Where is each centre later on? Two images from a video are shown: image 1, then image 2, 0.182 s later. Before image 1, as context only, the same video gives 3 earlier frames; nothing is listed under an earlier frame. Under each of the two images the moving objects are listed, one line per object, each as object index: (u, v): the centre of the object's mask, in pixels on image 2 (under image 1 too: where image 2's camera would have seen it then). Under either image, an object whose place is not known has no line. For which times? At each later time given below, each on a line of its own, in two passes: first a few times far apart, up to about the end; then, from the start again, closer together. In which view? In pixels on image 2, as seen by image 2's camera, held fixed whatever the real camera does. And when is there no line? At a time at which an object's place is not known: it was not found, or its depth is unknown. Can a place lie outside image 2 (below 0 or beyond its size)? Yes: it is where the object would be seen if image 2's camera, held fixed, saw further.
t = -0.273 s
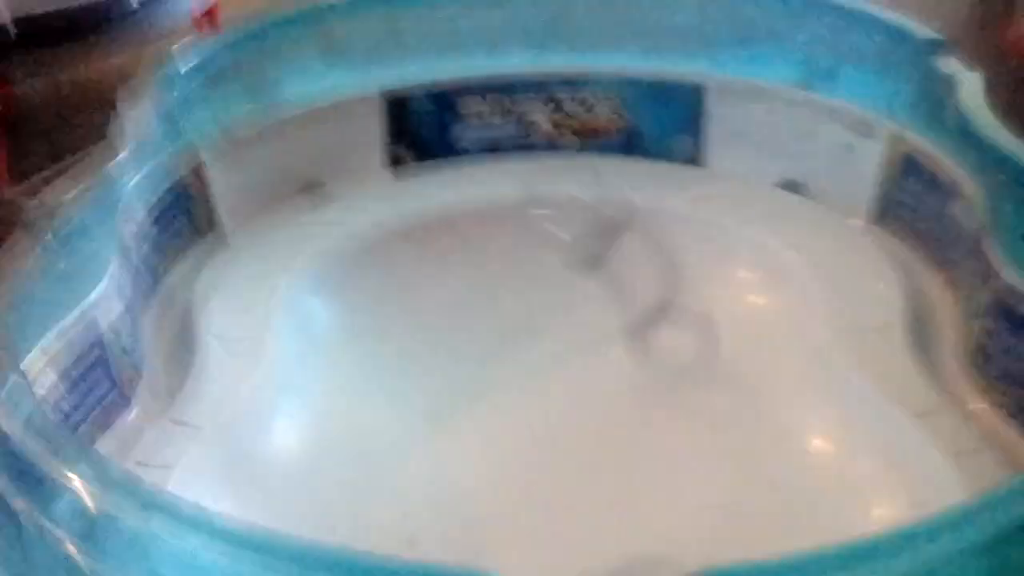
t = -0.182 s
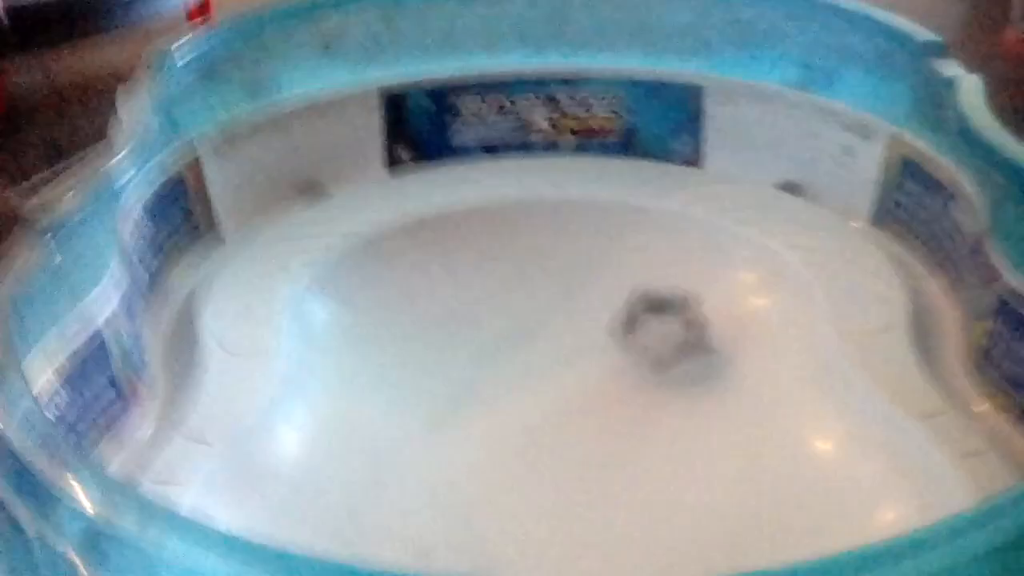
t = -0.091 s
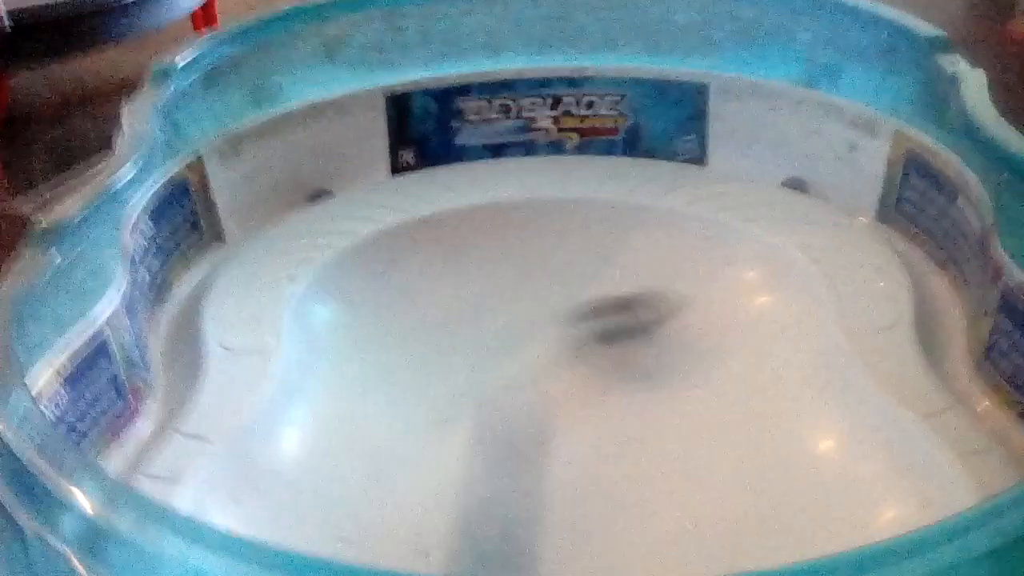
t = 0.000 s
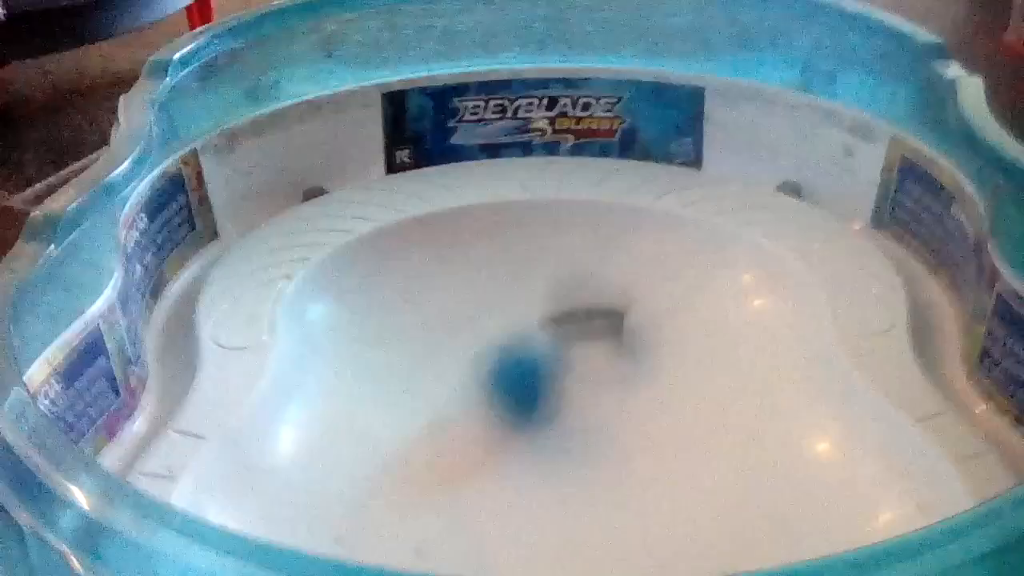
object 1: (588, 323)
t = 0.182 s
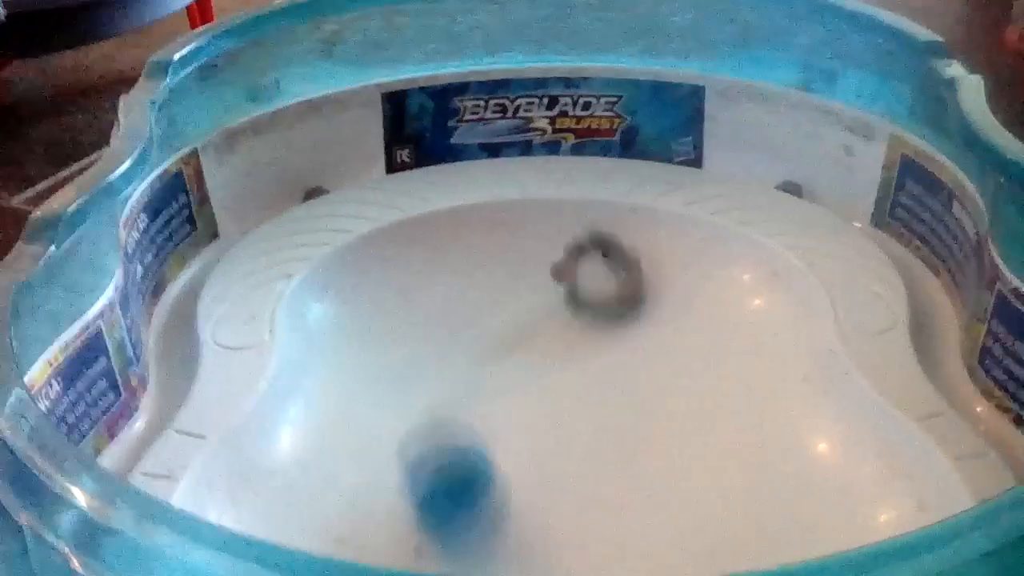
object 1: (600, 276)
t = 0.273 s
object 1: (597, 293)
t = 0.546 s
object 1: (595, 297)
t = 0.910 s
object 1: (595, 297)
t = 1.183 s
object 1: (595, 297)
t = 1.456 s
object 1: (595, 297)
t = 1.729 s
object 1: (595, 297)
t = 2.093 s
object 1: (595, 298)
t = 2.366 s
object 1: (595, 298)
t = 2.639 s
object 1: (594, 297)
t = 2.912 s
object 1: (594, 298)
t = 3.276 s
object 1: (594, 299)
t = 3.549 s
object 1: (594, 299)
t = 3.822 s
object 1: (594, 299)
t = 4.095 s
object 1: (594, 299)
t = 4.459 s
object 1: (594, 299)
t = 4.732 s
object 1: (594, 299)
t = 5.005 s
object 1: (594, 299)
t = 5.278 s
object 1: (594, 299)
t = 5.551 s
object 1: (594, 299)
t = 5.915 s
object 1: (594, 299)
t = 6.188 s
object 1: (594, 299)
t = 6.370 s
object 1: (594, 299)
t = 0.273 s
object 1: (597, 293)
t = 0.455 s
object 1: (595, 297)
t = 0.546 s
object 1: (595, 297)
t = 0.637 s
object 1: (595, 297)
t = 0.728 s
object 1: (595, 297)
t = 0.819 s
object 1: (595, 297)
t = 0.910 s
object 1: (595, 297)
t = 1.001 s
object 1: (595, 297)
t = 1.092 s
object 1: (595, 297)
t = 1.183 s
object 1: (595, 297)
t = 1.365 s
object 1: (595, 297)
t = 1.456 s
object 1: (595, 297)
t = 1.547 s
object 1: (595, 297)
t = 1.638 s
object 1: (595, 297)
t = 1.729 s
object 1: (595, 297)
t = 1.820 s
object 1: (595, 297)
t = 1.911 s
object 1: (595, 298)
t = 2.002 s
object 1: (595, 297)
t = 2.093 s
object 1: (595, 298)
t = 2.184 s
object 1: (595, 298)
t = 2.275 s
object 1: (595, 298)
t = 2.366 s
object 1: (595, 298)
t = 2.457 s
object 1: (594, 297)
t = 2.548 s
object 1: (594, 297)
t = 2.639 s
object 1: (594, 297)
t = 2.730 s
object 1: (594, 298)
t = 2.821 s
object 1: (595, 298)
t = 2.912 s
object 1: (594, 298)
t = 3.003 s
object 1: (594, 298)
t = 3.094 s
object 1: (594, 298)
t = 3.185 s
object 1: (594, 298)
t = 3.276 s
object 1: (594, 299)
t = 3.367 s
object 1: (594, 299)
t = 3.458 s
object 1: (594, 299)
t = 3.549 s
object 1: (594, 299)
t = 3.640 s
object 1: (594, 298)
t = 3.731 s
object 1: (594, 299)
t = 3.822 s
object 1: (594, 299)
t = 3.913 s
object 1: (593, 299)
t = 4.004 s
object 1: (593, 299)
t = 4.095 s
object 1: (594, 299)
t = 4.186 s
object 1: (594, 299)
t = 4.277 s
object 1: (593, 299)
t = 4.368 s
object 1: (594, 299)
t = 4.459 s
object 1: (594, 299)
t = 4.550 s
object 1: (594, 299)
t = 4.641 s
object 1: (594, 299)
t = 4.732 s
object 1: (594, 299)
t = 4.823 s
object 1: (594, 299)
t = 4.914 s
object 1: (594, 299)
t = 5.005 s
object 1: (594, 299)
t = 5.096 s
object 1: (594, 299)
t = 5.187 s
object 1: (594, 299)
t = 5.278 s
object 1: (594, 299)
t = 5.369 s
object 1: (594, 299)
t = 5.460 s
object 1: (594, 299)
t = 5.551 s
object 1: (594, 299)
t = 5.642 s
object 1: (594, 299)
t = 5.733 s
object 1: (594, 299)
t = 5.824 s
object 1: (594, 299)
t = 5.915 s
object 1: (594, 299)
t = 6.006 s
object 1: (594, 299)
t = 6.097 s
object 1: (594, 298)
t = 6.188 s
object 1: (594, 299)
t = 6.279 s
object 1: (594, 298)
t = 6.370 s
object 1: (594, 299)
